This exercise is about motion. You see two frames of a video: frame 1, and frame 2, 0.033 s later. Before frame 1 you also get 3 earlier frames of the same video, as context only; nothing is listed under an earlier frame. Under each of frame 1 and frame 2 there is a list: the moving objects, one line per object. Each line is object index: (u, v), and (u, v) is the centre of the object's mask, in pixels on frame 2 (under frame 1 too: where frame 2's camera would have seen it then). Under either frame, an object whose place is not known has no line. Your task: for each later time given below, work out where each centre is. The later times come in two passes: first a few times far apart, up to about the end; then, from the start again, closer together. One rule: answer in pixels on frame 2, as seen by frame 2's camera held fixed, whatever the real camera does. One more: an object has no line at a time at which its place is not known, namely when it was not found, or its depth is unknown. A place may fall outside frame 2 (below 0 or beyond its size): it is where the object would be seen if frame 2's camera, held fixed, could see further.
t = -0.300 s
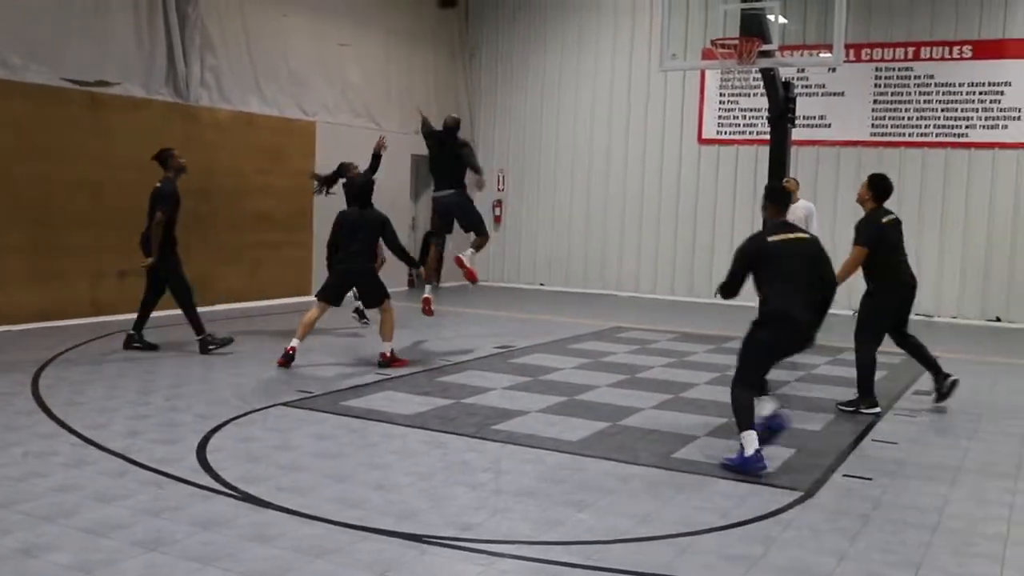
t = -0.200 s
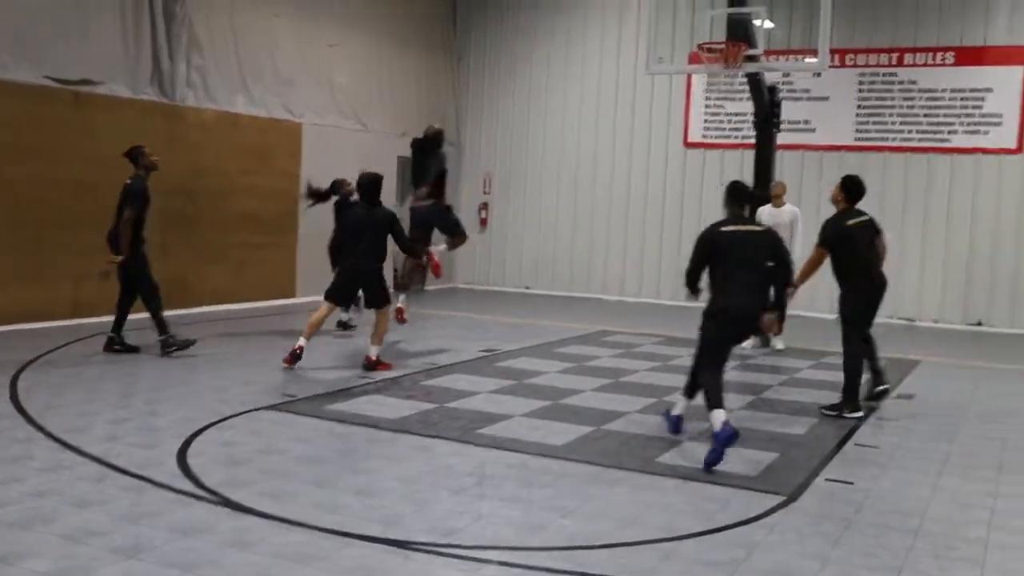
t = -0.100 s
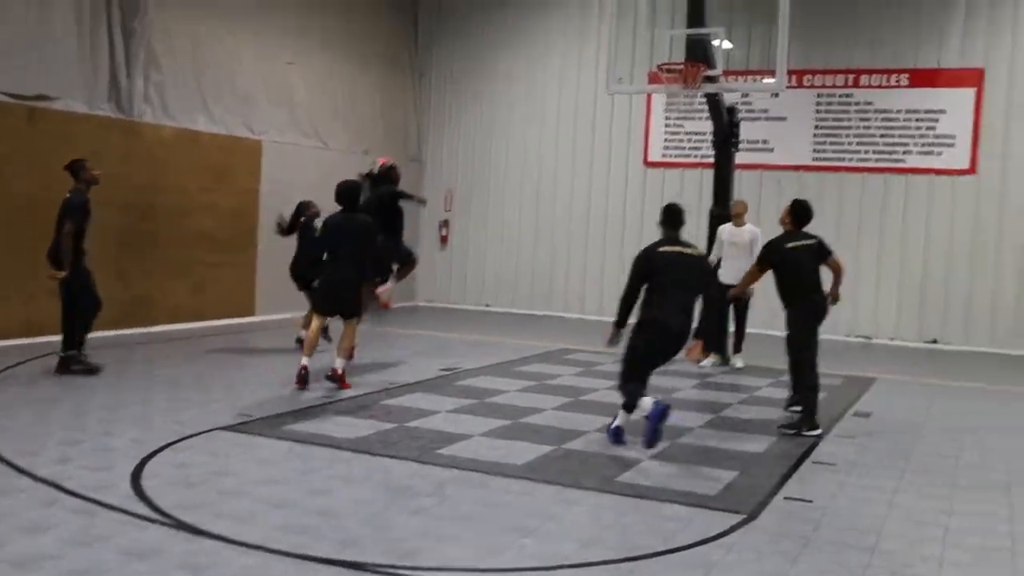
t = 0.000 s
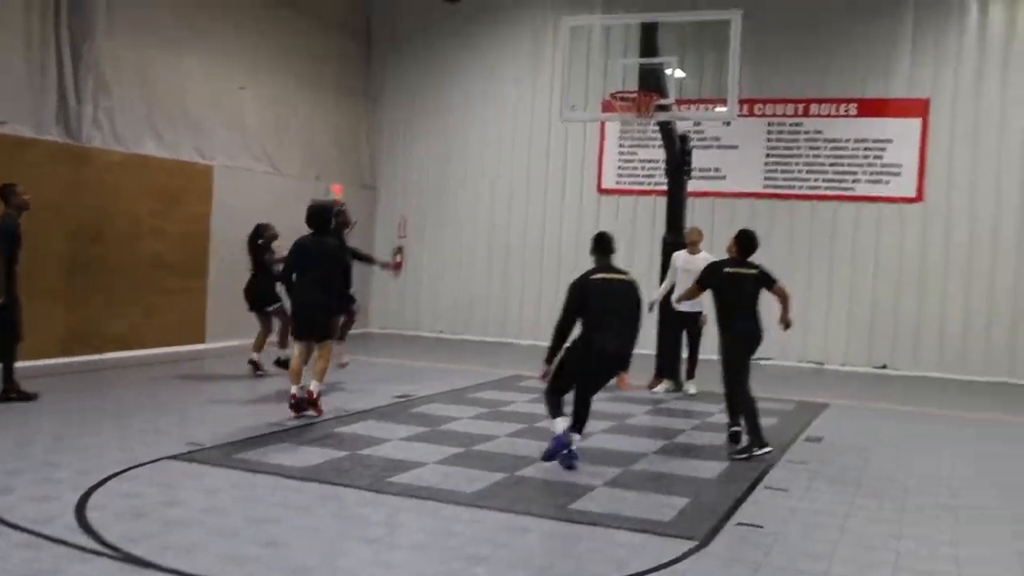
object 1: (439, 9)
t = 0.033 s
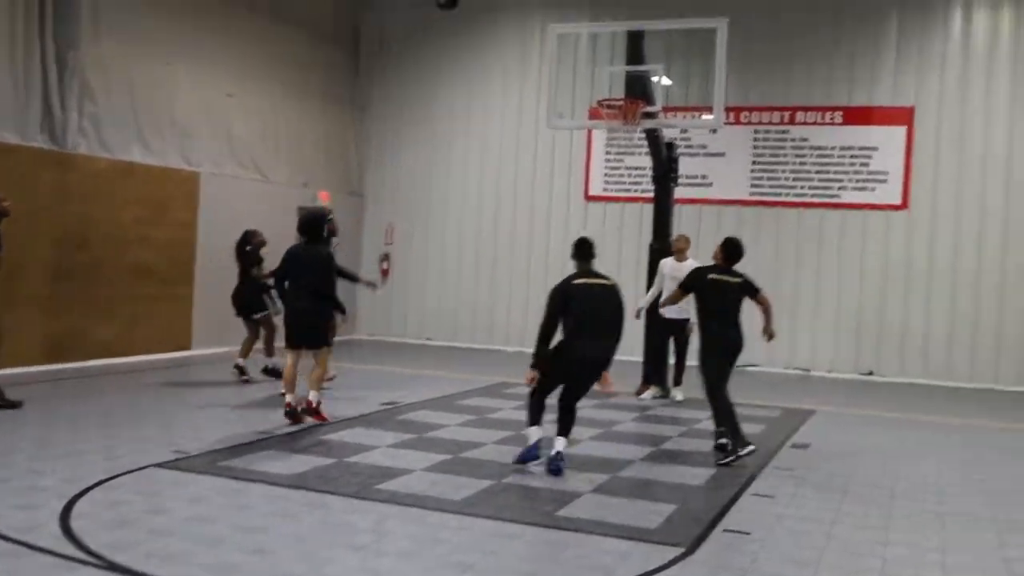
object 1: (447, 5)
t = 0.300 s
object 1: (530, 31)
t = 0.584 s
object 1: (611, 135)
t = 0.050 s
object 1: (452, 3)
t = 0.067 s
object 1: (457, 2)
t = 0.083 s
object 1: (463, 1)
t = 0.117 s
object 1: (474, 1)
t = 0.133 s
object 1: (479, 2)
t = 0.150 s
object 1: (484, 4)
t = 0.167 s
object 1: (489, 6)
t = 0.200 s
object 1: (500, 10)
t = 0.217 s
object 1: (505, 13)
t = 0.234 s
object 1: (510, 17)
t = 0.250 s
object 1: (515, 20)
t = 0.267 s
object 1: (520, 23)
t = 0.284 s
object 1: (525, 27)
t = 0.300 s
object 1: (530, 31)
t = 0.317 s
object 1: (536, 36)
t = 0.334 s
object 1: (541, 40)
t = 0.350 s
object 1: (546, 45)
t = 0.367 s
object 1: (551, 50)
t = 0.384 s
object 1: (556, 56)
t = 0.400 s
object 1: (561, 61)
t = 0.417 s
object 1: (566, 67)
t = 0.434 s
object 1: (572, 73)
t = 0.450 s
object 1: (576, 80)
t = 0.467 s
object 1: (582, 87)
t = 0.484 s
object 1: (586, 94)
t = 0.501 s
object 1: (590, 100)
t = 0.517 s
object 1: (594, 111)
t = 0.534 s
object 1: (600, 119)
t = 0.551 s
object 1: (607, 125)
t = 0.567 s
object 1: (609, 130)
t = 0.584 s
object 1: (611, 135)
